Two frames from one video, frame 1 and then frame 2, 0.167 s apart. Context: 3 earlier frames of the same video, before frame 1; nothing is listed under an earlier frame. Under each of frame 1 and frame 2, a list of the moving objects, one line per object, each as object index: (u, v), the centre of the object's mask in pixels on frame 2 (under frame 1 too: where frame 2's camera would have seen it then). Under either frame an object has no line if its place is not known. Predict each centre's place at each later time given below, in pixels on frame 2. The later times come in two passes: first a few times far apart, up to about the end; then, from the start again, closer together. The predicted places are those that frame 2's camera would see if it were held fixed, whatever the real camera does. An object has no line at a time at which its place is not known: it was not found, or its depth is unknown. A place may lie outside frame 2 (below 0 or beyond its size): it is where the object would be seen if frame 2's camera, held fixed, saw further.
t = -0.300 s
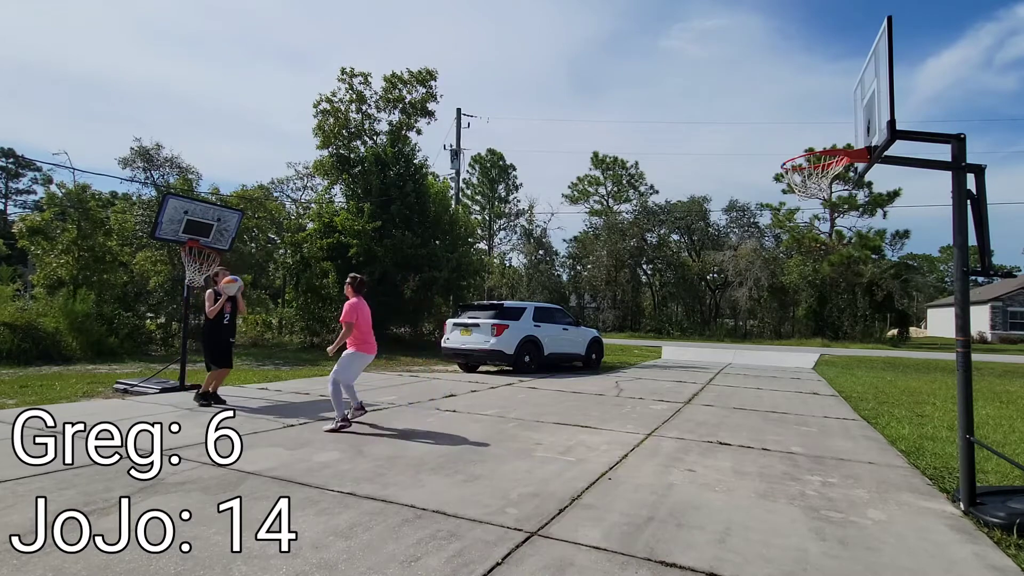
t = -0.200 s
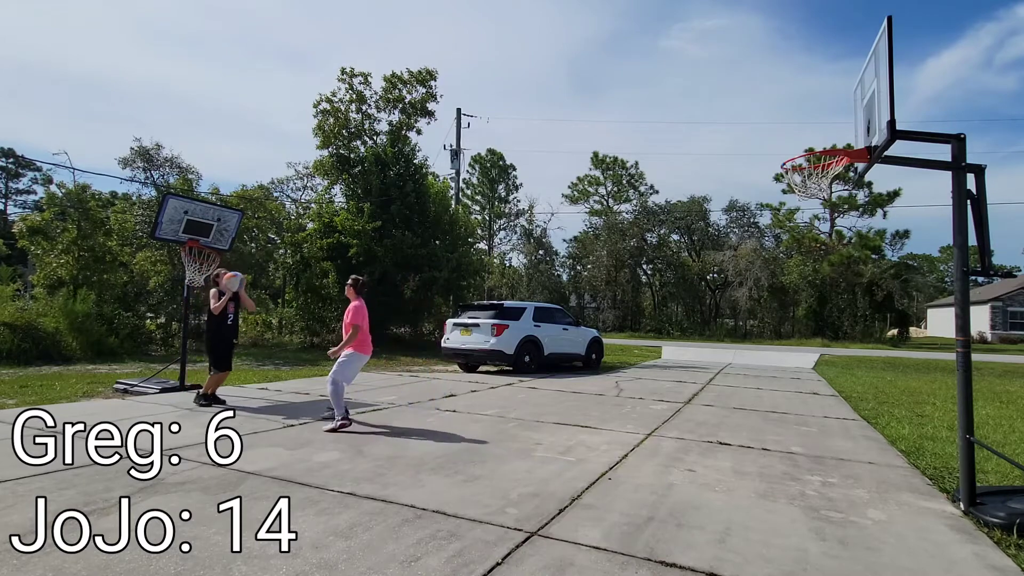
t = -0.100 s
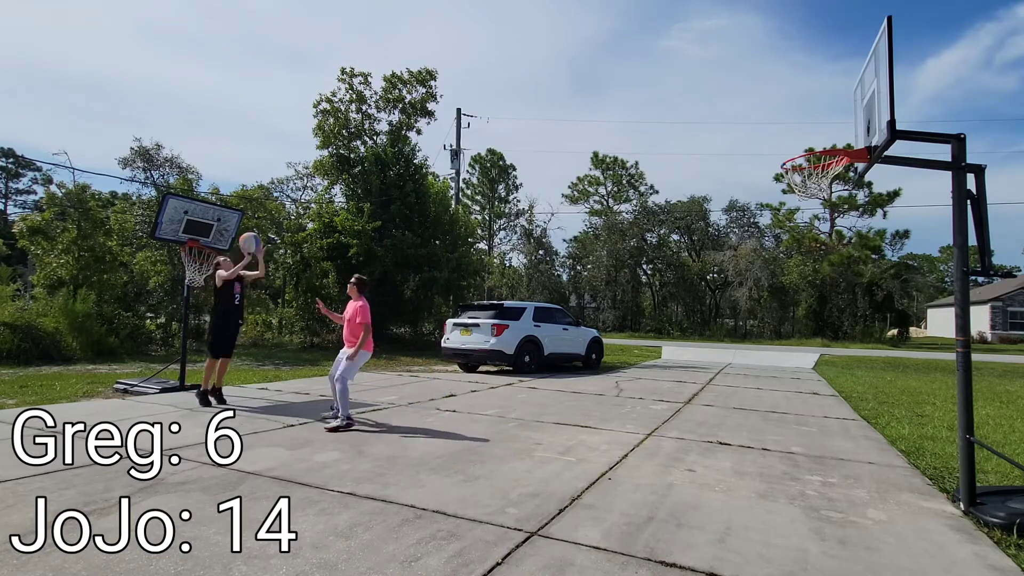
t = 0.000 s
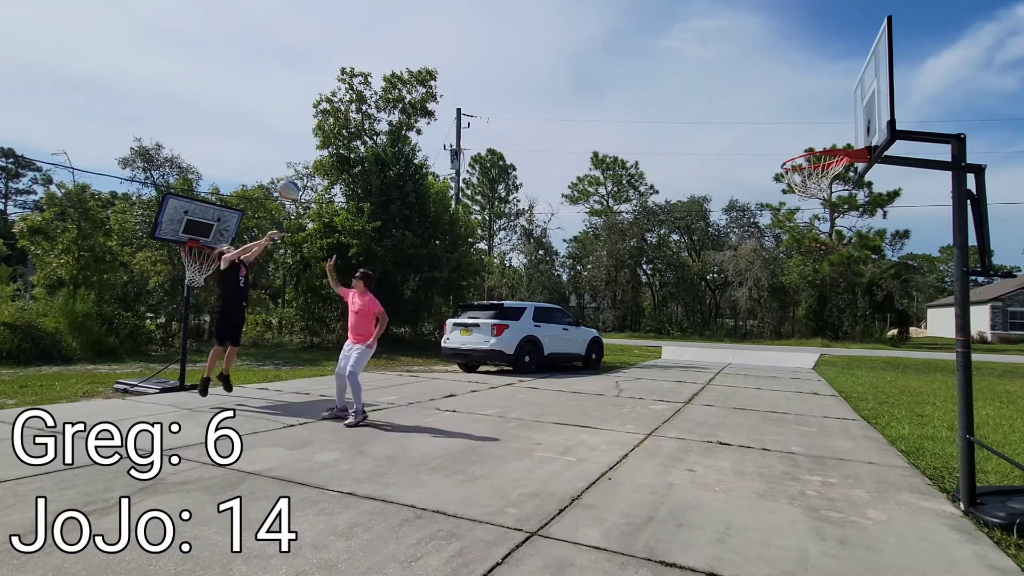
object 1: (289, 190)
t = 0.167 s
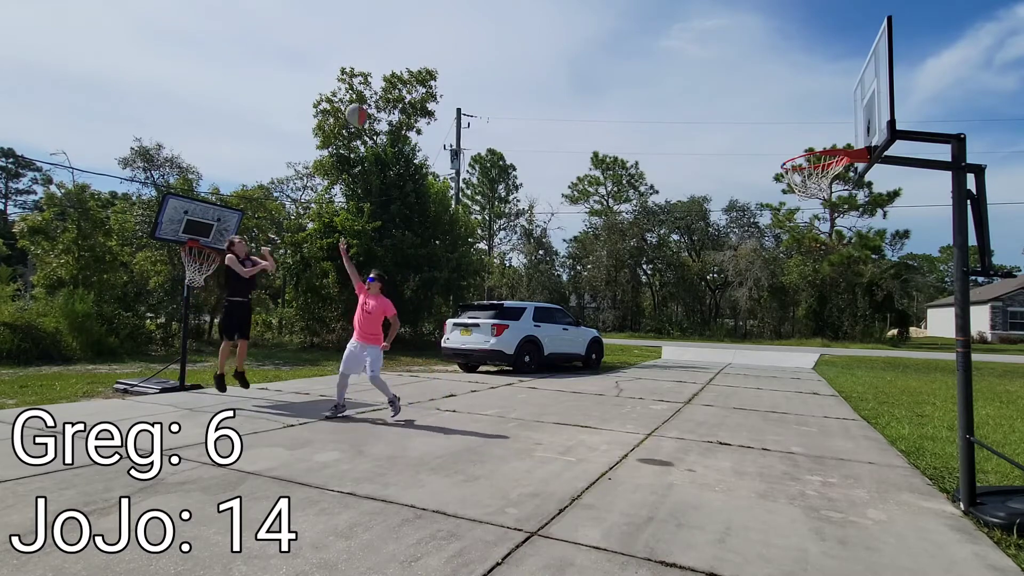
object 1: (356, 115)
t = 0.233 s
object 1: (385, 91)
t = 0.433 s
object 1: (474, 38)
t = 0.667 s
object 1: (588, 20)
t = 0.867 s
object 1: (694, 48)
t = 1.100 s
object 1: (827, 140)
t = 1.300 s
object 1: (778, 250)
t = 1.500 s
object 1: (705, 378)
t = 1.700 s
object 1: (646, 369)
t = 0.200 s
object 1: (370, 102)
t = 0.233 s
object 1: (385, 91)
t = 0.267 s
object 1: (399, 79)
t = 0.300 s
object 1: (414, 69)
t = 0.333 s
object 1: (429, 60)
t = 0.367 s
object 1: (444, 52)
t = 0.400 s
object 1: (459, 45)
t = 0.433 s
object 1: (474, 38)
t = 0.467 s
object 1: (490, 32)
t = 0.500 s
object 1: (506, 28)
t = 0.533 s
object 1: (522, 24)
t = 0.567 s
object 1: (538, 21)
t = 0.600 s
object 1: (554, 20)
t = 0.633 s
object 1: (571, 19)
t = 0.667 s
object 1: (588, 20)
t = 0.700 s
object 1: (605, 22)
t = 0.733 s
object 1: (623, 25)
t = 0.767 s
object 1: (640, 29)
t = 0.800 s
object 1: (657, 34)
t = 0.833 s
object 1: (675, 40)
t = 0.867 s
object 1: (694, 48)
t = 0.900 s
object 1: (712, 58)
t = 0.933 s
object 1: (731, 68)
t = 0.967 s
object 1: (750, 80)
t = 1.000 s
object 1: (769, 93)
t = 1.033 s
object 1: (788, 108)
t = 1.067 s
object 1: (807, 125)
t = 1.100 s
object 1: (827, 140)
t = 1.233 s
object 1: (806, 212)
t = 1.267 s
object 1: (792, 230)
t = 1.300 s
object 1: (778, 250)
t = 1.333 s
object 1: (765, 270)
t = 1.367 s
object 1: (753, 289)
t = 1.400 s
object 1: (739, 311)
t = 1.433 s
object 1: (726, 332)
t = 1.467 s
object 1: (716, 355)
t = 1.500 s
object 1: (705, 378)
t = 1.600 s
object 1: (673, 429)
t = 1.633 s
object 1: (663, 407)
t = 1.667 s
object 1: (654, 387)
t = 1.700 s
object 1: (646, 369)
